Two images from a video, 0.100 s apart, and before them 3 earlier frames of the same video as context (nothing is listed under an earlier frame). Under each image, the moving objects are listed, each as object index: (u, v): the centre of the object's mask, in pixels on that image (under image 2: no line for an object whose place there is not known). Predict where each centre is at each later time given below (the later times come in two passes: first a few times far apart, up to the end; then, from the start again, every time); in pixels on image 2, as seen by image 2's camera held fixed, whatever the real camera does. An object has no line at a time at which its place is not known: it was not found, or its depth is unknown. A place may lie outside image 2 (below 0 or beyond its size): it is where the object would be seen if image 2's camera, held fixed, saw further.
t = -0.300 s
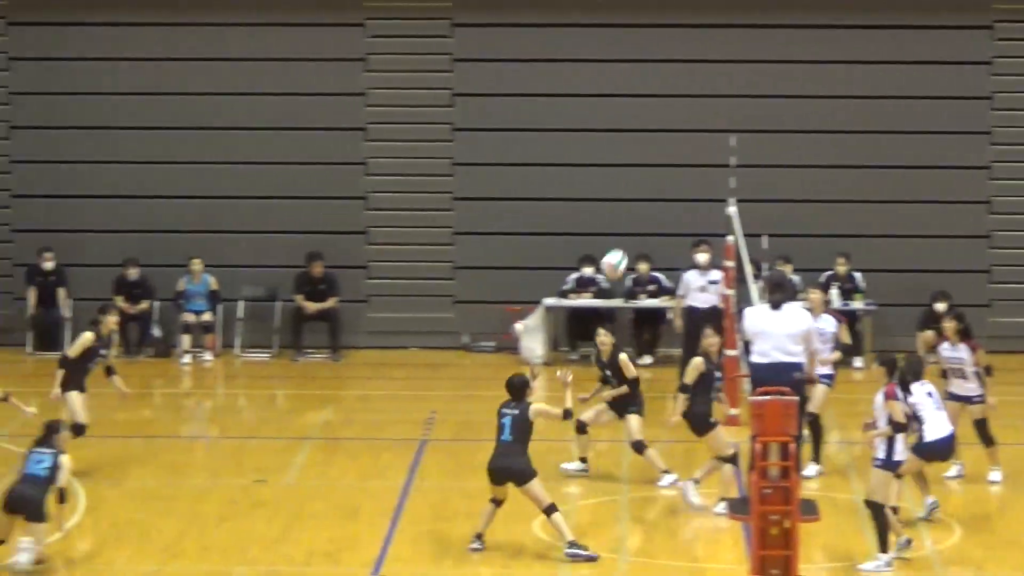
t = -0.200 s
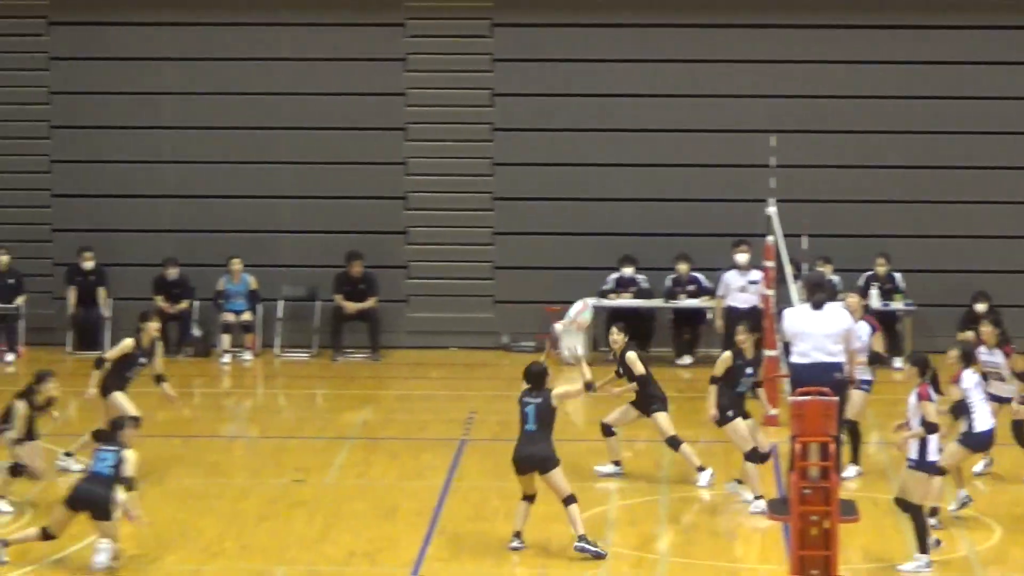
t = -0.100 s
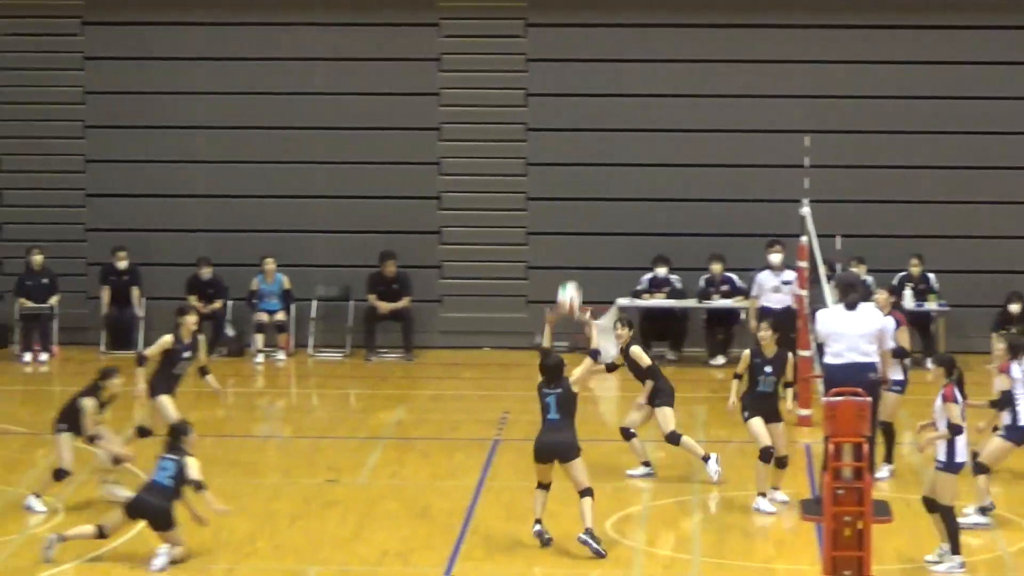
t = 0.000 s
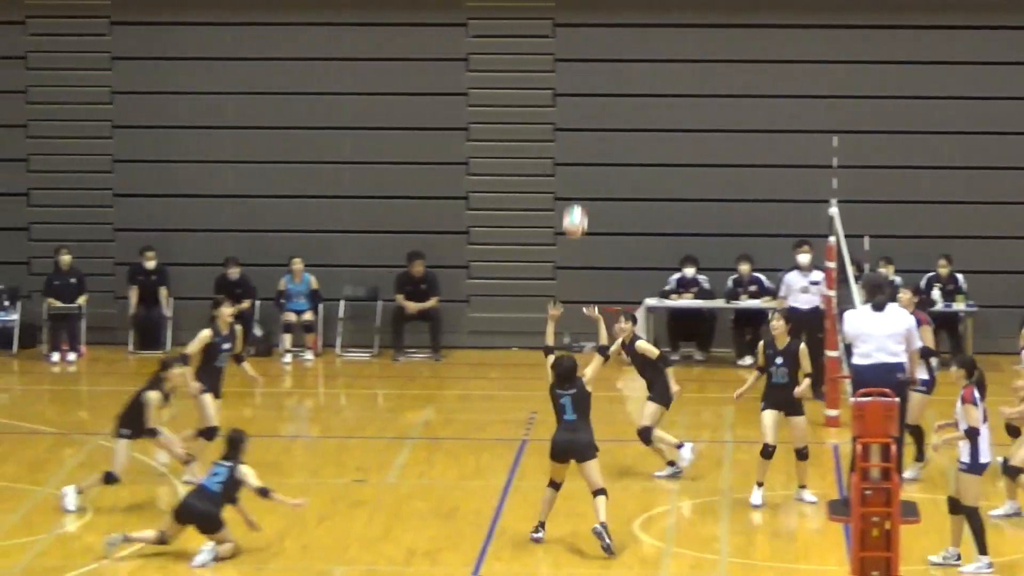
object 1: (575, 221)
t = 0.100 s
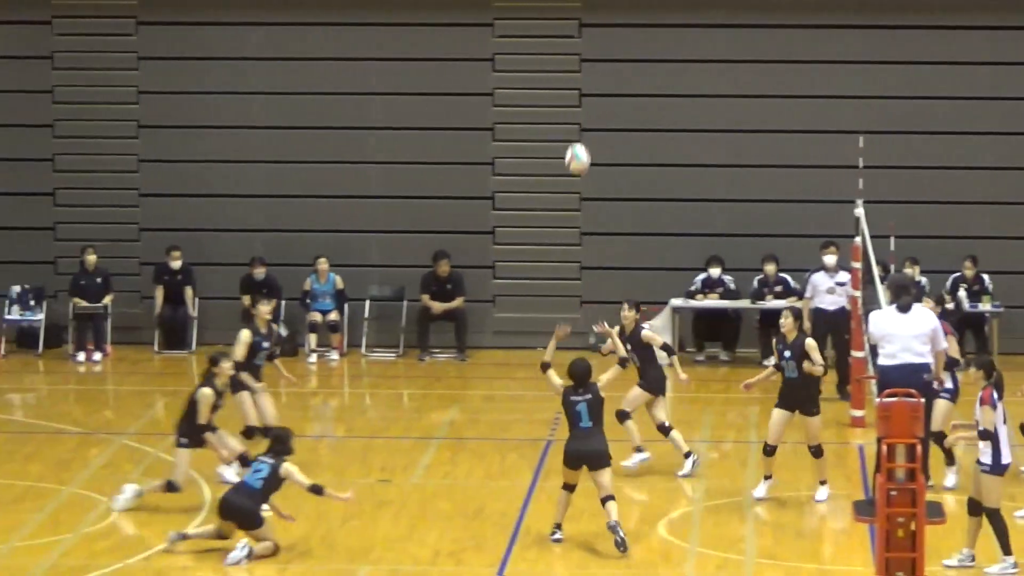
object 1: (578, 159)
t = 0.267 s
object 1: (544, 83)
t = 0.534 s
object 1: (492, 31)
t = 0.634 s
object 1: (474, 32)
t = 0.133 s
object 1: (571, 141)
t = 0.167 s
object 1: (564, 124)
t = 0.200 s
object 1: (557, 109)
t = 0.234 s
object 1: (550, 95)
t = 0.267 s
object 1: (544, 83)
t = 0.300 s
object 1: (537, 71)
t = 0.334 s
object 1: (531, 62)
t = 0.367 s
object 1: (525, 53)
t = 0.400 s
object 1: (518, 46)
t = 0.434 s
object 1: (513, 40)
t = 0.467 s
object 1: (504, 35)
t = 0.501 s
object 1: (498, 32)
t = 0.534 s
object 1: (492, 31)
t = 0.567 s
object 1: (487, 30)
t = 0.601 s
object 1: (480, 31)
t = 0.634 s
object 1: (474, 32)
